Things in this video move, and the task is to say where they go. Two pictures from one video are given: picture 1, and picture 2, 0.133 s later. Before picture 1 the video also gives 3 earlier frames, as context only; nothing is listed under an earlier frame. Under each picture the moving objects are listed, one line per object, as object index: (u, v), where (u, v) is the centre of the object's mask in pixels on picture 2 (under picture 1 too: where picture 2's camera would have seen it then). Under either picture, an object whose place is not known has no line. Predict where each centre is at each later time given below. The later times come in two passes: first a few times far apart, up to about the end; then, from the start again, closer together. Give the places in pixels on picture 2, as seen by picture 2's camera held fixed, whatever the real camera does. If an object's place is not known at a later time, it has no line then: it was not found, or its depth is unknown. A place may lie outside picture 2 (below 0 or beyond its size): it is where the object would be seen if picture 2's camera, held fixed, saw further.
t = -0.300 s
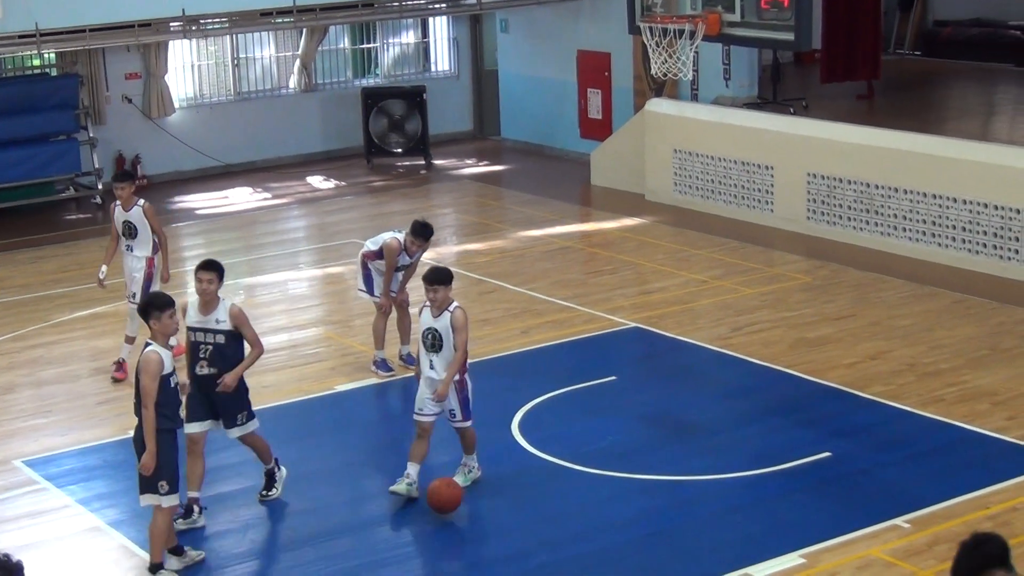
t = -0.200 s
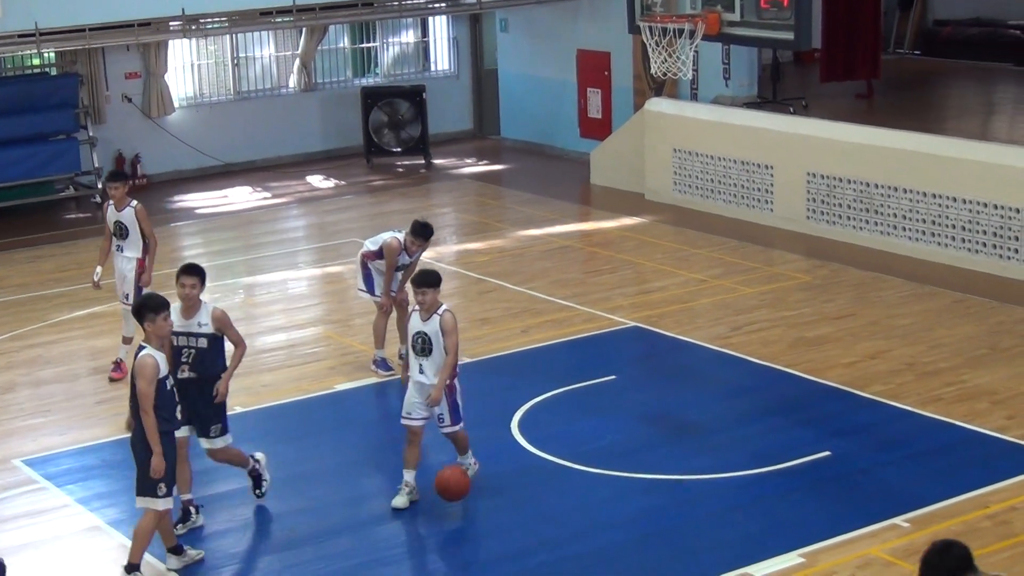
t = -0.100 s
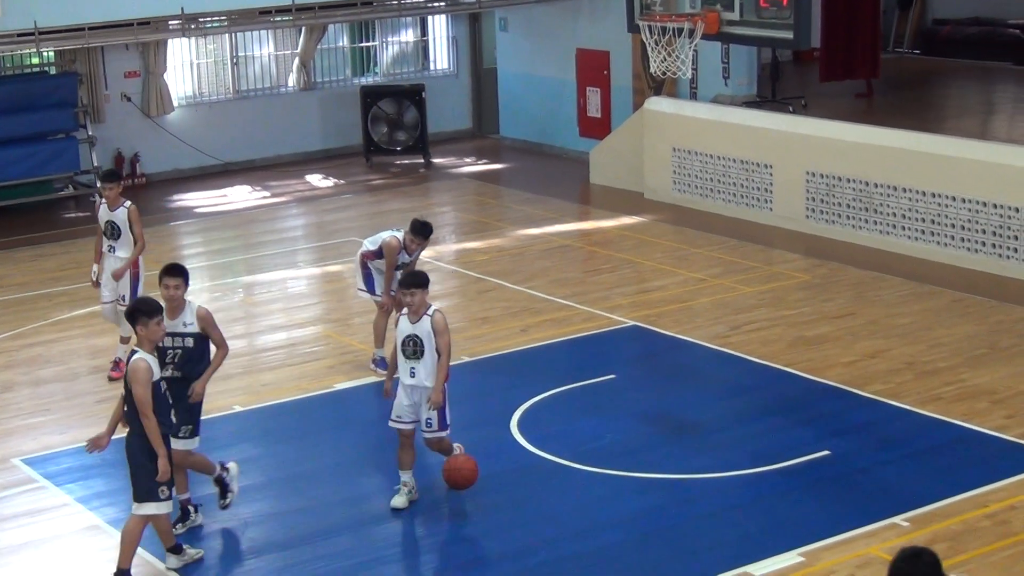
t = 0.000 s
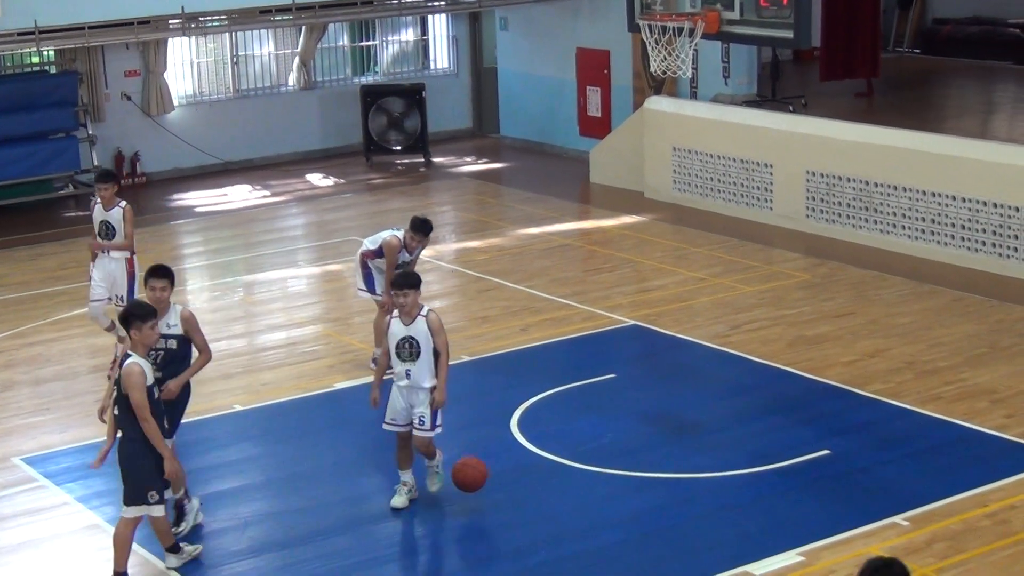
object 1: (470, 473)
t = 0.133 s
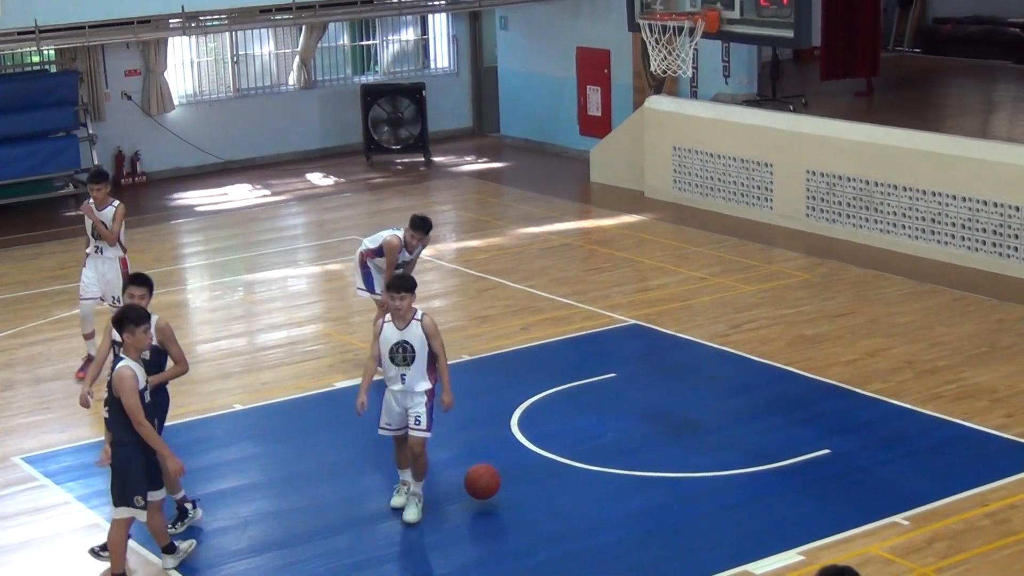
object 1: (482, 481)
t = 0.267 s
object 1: (494, 468)
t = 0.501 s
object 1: (515, 470)
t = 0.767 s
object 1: (538, 468)
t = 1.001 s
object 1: (556, 467)
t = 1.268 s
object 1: (577, 460)
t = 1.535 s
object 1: (596, 461)
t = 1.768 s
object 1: (614, 457)
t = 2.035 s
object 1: (633, 456)
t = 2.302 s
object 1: (652, 454)
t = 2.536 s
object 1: (667, 452)
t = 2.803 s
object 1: (688, 450)
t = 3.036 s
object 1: (705, 452)
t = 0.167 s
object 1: (485, 476)
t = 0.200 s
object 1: (488, 471)
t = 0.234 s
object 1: (491, 469)
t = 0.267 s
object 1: (494, 468)
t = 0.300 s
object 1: (496, 468)
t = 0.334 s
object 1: (501, 470)
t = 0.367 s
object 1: (503, 473)
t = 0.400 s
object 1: (506, 478)
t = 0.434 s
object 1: (509, 481)
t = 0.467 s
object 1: (512, 474)
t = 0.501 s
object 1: (515, 470)
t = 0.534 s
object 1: (518, 467)
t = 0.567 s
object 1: (520, 465)
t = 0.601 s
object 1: (522, 466)
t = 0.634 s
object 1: (526, 467)
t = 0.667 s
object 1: (529, 470)
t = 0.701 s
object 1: (532, 476)
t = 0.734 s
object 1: (535, 473)
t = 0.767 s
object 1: (538, 468)
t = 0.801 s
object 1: (540, 466)
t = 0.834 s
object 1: (543, 464)
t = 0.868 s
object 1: (545, 464)
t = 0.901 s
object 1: (548, 465)
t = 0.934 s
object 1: (551, 469)
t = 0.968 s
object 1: (554, 473)
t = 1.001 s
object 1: (556, 467)
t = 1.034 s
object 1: (559, 464)
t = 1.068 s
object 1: (561, 462)
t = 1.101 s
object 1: (564, 462)
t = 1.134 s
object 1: (567, 463)
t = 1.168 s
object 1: (569, 466)
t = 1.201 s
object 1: (572, 467)
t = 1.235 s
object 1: (574, 464)
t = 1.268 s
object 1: (577, 460)
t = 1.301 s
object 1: (579, 460)
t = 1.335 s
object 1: (581, 461)
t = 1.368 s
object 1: (584, 464)
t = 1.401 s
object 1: (586, 464)
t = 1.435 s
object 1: (589, 461)
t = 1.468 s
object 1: (591, 459)
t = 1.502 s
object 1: (594, 459)
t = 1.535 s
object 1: (596, 461)
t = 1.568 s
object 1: (598, 462)
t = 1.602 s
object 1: (601, 460)
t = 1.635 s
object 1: (604, 458)
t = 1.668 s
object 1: (606, 458)
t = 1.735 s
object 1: (611, 458)
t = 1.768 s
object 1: (614, 457)
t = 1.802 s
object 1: (616, 457)
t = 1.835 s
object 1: (619, 459)
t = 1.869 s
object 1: (622, 457)
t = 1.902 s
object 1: (624, 457)
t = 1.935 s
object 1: (626, 457)
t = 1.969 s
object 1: (628, 457)
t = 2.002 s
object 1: (631, 456)
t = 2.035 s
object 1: (633, 456)
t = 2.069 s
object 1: (636, 456)
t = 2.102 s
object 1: (638, 456)
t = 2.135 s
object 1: (641, 455)
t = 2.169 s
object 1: (643, 455)
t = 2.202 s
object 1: (646, 455)
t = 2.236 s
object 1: (648, 455)
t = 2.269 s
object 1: (650, 454)
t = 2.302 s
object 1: (652, 454)
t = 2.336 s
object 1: (655, 453)
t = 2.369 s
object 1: (657, 454)
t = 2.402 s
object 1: (659, 453)
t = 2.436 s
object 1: (661, 453)
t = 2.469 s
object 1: (663, 452)
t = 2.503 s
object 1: (666, 452)
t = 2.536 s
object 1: (667, 452)
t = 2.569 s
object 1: (670, 452)
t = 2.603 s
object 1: (672, 451)
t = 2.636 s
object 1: (675, 451)
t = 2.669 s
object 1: (677, 451)
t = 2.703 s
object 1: (680, 451)
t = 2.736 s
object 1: (682, 450)
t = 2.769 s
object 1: (685, 451)
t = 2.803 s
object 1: (688, 450)
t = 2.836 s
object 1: (690, 450)
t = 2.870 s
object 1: (693, 450)
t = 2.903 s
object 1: (695, 450)
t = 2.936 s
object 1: (698, 451)
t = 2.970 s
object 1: (700, 451)
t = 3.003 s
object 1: (703, 452)
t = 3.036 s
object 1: (705, 452)
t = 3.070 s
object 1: (708, 452)
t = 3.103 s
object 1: (710, 452)
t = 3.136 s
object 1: (713, 452)
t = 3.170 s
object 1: (715, 452)
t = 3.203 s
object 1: (718, 452)
